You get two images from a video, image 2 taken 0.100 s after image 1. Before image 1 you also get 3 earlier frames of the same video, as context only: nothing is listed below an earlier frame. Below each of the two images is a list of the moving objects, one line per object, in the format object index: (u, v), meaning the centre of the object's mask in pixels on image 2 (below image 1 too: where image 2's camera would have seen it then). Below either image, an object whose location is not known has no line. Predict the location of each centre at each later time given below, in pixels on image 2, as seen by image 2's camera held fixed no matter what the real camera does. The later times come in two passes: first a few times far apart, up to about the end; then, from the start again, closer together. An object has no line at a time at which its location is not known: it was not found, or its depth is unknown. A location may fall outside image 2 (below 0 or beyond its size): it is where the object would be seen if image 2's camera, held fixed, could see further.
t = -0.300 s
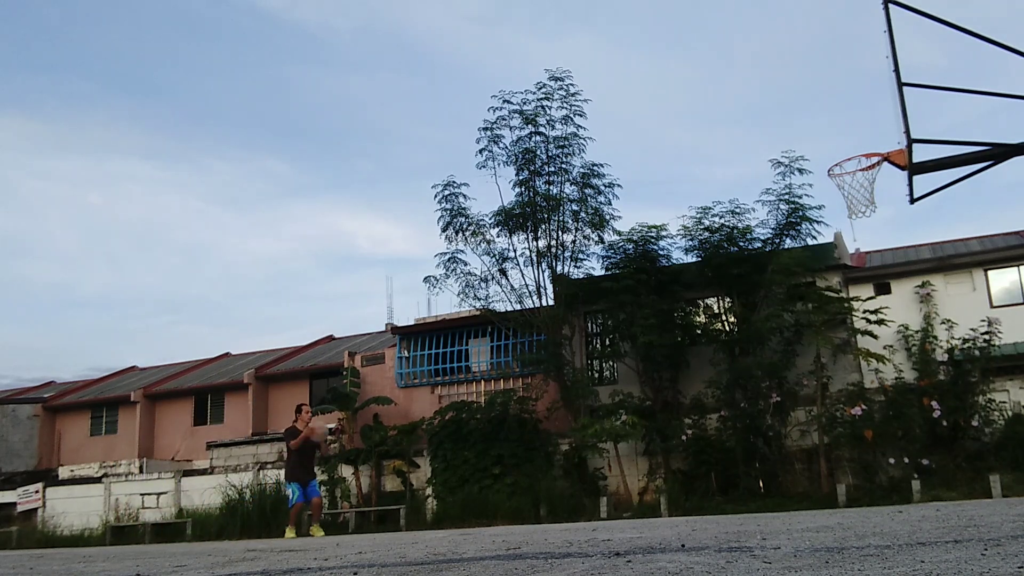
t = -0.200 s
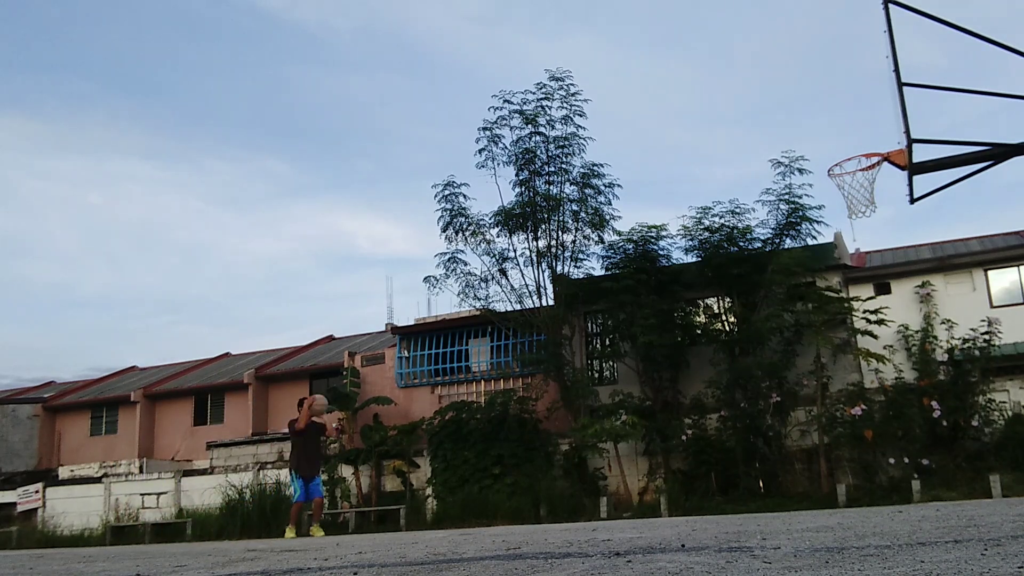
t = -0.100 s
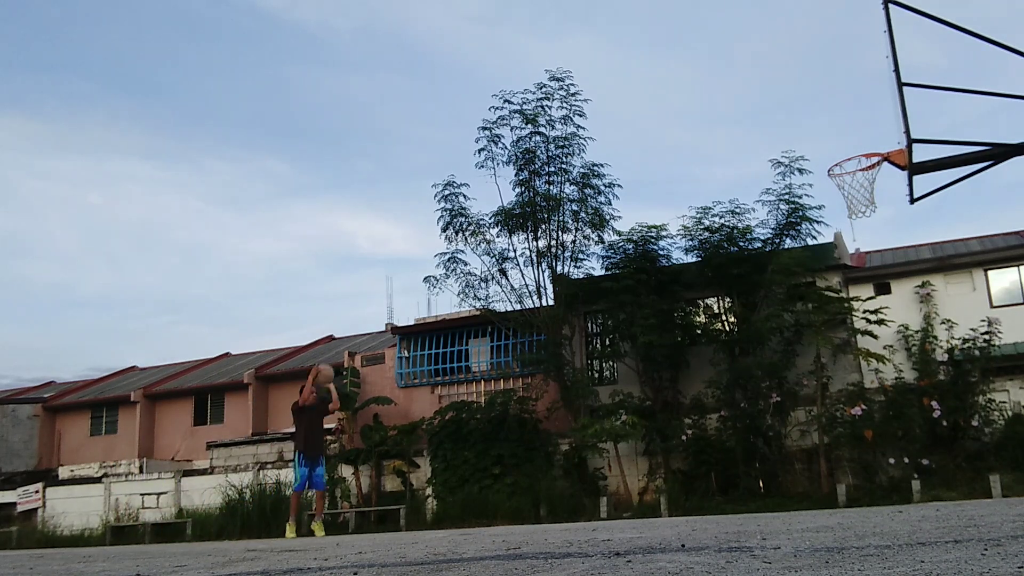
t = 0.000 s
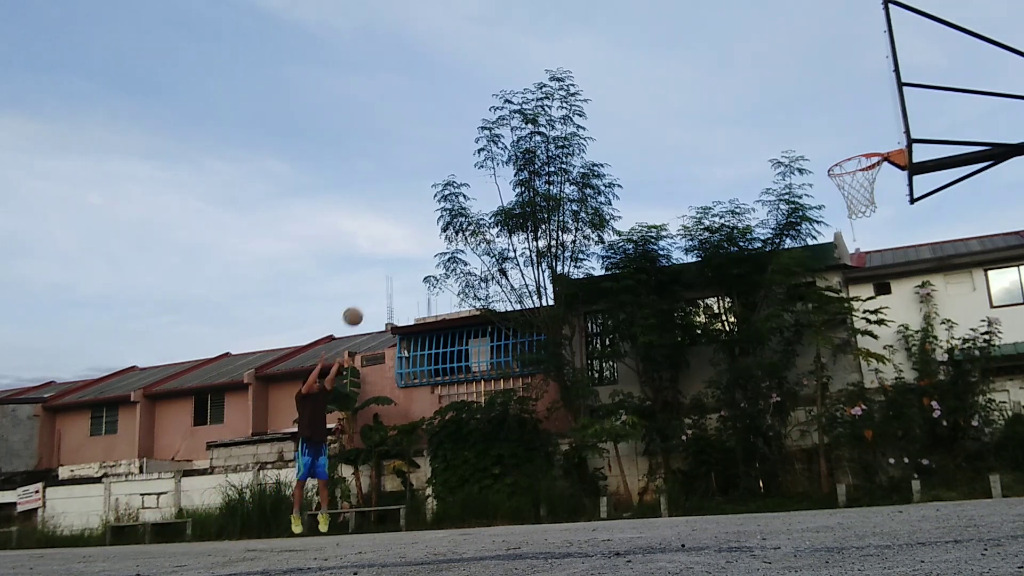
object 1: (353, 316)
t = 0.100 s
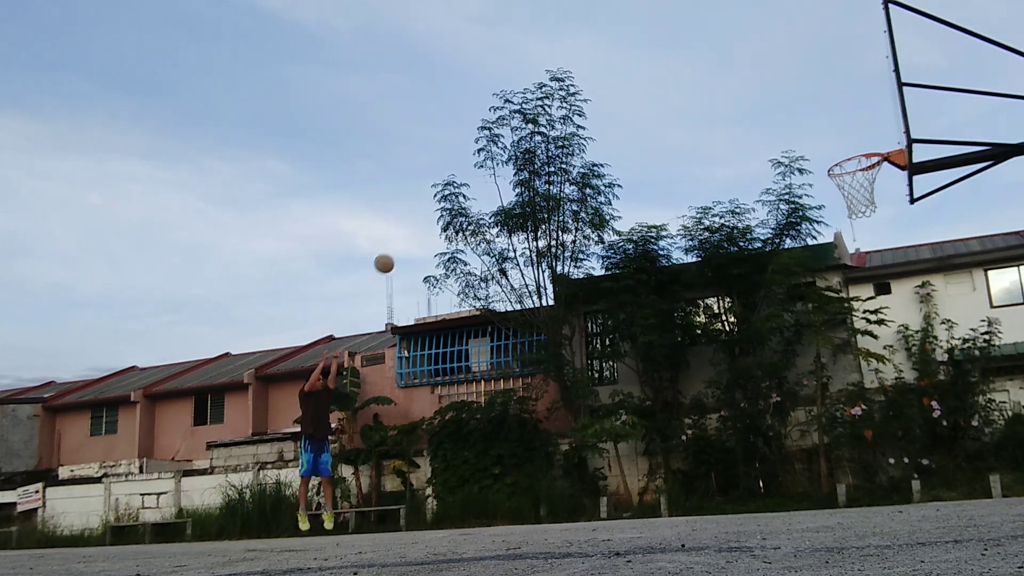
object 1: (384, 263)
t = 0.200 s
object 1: (416, 217)
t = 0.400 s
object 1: (483, 145)
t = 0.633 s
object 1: (569, 96)
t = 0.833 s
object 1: (654, 88)
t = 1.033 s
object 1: (753, 117)
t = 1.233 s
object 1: (850, 152)
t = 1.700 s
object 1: (878, 160)
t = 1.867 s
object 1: (891, 212)
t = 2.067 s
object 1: (912, 312)
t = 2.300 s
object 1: (941, 482)
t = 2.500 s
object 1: (948, 406)
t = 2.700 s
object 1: (959, 353)
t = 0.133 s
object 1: (394, 247)
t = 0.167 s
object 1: (405, 232)
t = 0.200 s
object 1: (416, 217)
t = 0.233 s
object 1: (427, 203)
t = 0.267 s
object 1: (438, 190)
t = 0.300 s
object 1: (449, 178)
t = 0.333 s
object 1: (460, 166)
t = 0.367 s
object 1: (471, 155)
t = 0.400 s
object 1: (483, 145)
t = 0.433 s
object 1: (494, 136)
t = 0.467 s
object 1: (506, 127)
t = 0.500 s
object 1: (518, 120)
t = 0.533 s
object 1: (531, 112)
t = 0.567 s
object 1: (543, 106)
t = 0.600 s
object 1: (556, 100)
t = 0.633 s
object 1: (569, 96)
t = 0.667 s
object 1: (582, 92)
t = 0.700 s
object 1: (596, 89)
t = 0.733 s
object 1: (610, 87)
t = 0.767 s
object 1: (624, 87)
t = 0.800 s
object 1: (639, 87)
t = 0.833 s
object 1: (654, 88)
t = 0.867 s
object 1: (669, 90)
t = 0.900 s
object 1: (685, 93)
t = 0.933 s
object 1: (701, 97)
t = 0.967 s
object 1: (718, 103)
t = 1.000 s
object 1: (735, 109)
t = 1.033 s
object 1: (753, 117)
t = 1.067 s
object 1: (771, 126)
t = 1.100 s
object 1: (790, 136)
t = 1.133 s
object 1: (810, 148)
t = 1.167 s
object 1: (829, 160)
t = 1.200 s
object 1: (839, 156)
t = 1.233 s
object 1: (850, 152)
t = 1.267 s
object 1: (861, 149)
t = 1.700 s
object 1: (878, 160)
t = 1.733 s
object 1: (881, 170)
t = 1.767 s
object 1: (883, 177)
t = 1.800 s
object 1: (887, 187)
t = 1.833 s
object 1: (889, 199)
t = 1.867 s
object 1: (891, 212)
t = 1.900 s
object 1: (894, 226)
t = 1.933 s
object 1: (897, 241)
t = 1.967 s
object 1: (900, 257)
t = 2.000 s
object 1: (904, 273)
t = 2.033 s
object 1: (908, 293)
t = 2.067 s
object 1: (912, 312)
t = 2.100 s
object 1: (916, 333)
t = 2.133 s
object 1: (920, 354)
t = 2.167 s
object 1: (924, 378)
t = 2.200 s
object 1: (927, 402)
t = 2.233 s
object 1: (932, 428)
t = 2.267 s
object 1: (936, 455)
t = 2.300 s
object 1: (941, 482)
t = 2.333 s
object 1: (943, 485)
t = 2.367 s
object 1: (944, 467)
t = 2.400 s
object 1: (944, 450)
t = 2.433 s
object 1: (945, 434)
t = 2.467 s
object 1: (946, 420)
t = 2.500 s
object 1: (948, 406)
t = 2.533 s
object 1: (949, 395)
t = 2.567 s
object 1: (950, 384)
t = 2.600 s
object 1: (952, 374)
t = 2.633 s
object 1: (954, 366)
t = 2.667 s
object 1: (957, 360)
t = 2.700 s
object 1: (959, 353)
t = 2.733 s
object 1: (960, 348)
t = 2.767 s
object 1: (964, 344)
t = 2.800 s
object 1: (968, 341)
